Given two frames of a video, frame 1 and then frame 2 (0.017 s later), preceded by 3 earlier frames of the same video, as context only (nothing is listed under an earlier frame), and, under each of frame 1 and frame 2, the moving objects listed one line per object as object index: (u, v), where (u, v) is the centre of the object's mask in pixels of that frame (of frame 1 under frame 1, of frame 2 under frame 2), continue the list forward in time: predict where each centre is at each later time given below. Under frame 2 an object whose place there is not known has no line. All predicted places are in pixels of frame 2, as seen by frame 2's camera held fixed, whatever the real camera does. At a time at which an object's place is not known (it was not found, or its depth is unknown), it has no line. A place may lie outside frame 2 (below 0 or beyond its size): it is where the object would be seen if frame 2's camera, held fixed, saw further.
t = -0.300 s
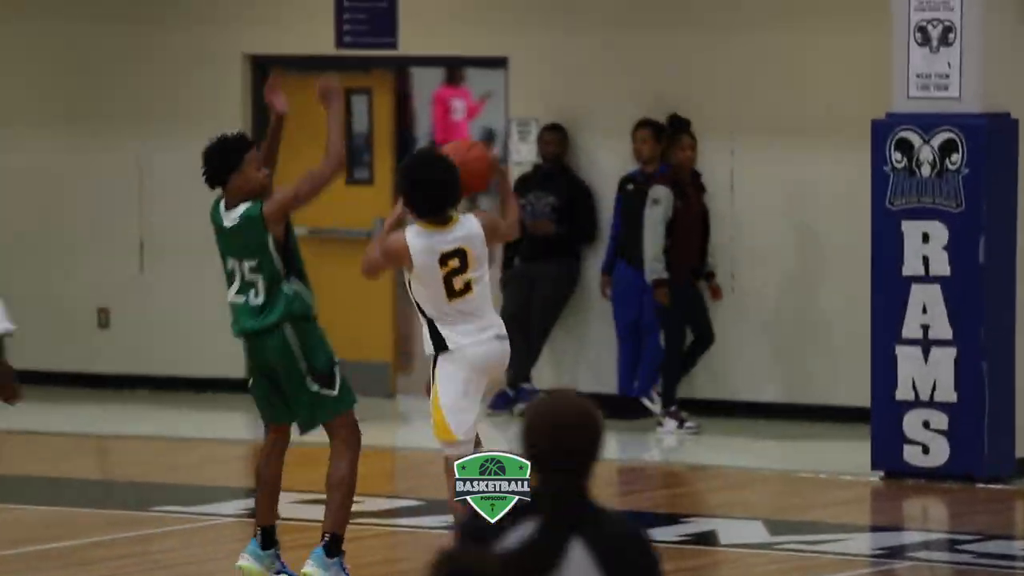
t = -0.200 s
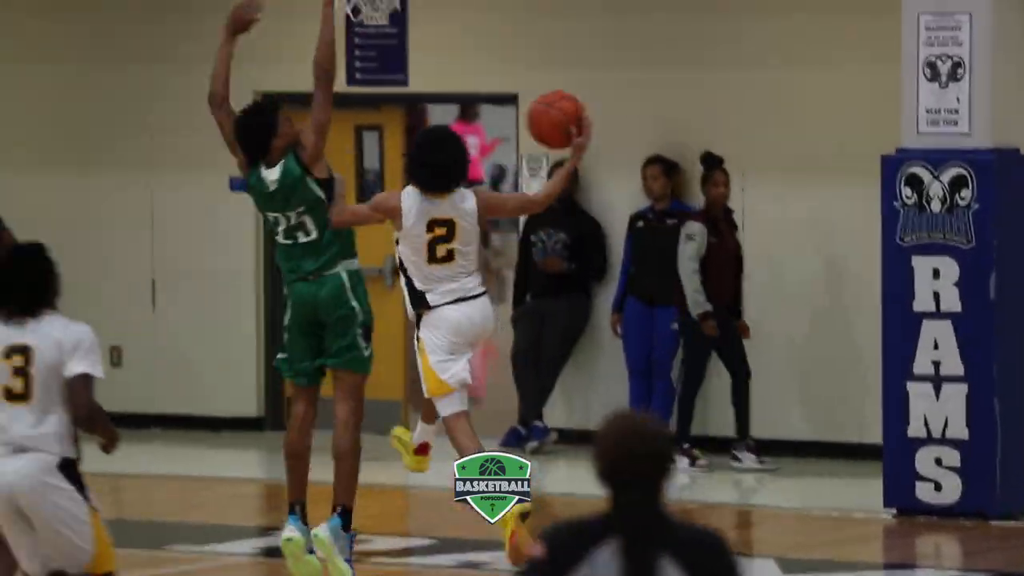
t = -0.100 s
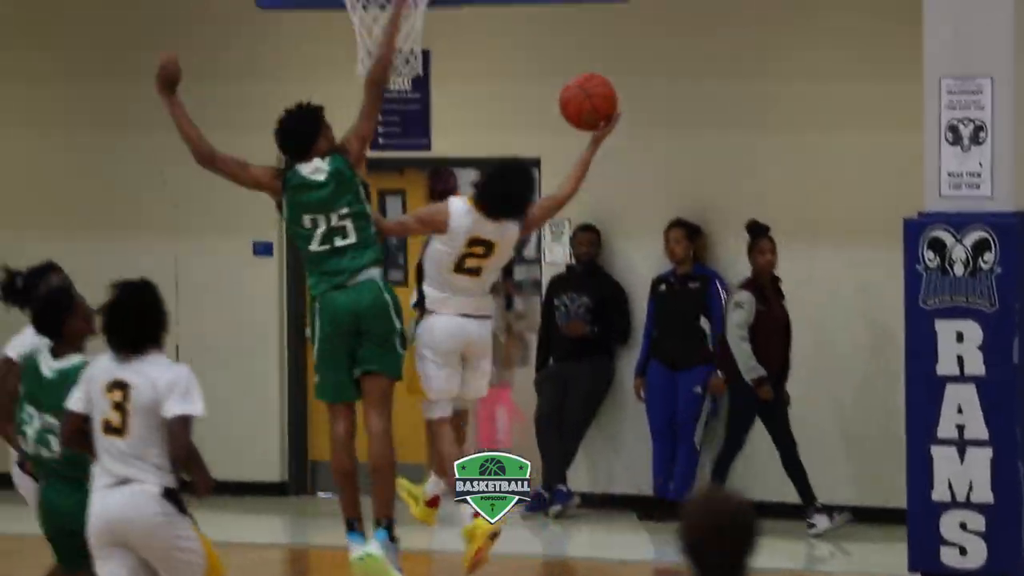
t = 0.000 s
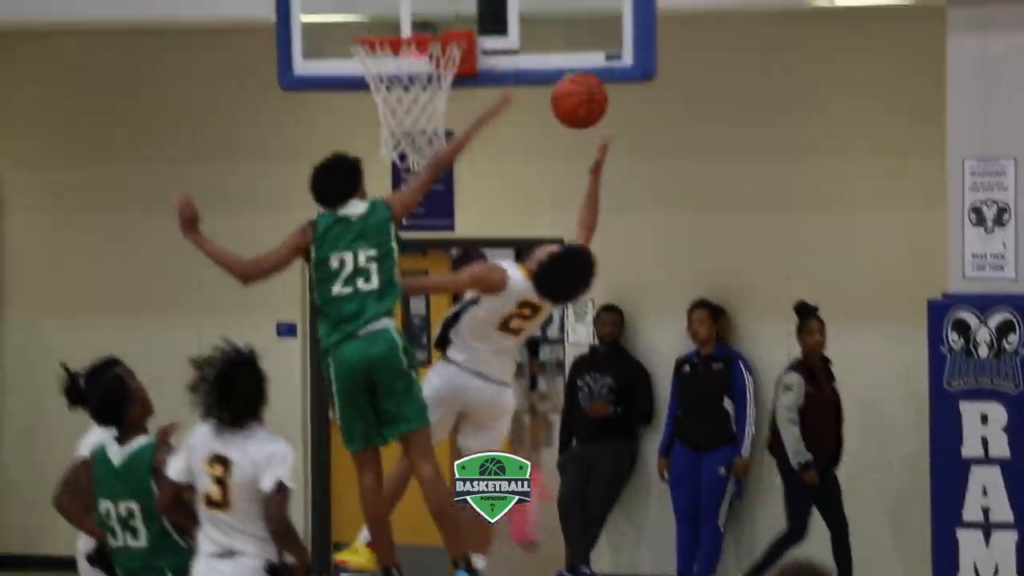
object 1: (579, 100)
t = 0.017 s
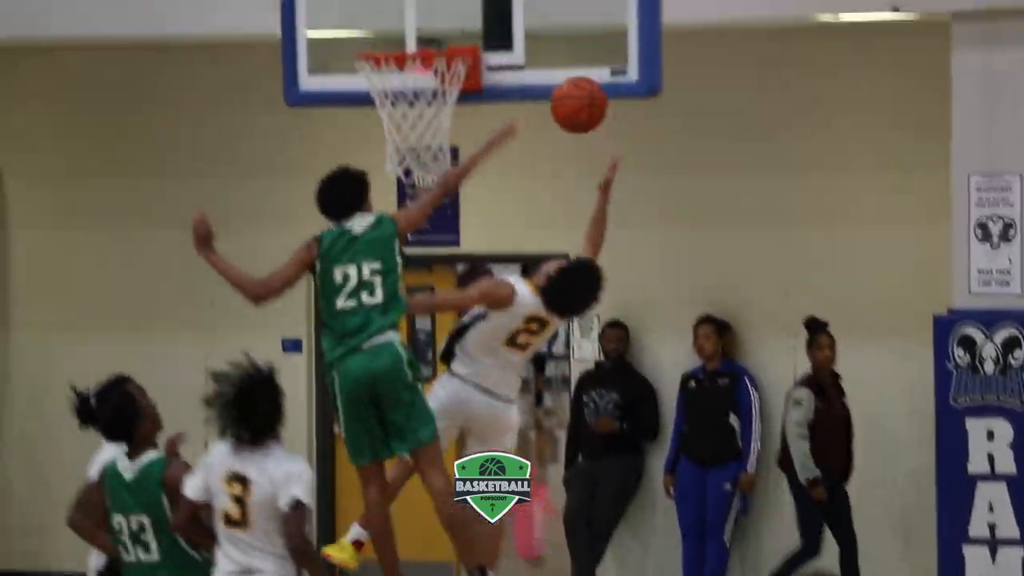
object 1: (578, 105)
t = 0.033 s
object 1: (573, 94)
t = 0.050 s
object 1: (567, 84)
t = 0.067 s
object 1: (563, 74)
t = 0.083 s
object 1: (558, 65)
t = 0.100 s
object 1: (551, 57)
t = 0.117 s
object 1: (546, 49)
